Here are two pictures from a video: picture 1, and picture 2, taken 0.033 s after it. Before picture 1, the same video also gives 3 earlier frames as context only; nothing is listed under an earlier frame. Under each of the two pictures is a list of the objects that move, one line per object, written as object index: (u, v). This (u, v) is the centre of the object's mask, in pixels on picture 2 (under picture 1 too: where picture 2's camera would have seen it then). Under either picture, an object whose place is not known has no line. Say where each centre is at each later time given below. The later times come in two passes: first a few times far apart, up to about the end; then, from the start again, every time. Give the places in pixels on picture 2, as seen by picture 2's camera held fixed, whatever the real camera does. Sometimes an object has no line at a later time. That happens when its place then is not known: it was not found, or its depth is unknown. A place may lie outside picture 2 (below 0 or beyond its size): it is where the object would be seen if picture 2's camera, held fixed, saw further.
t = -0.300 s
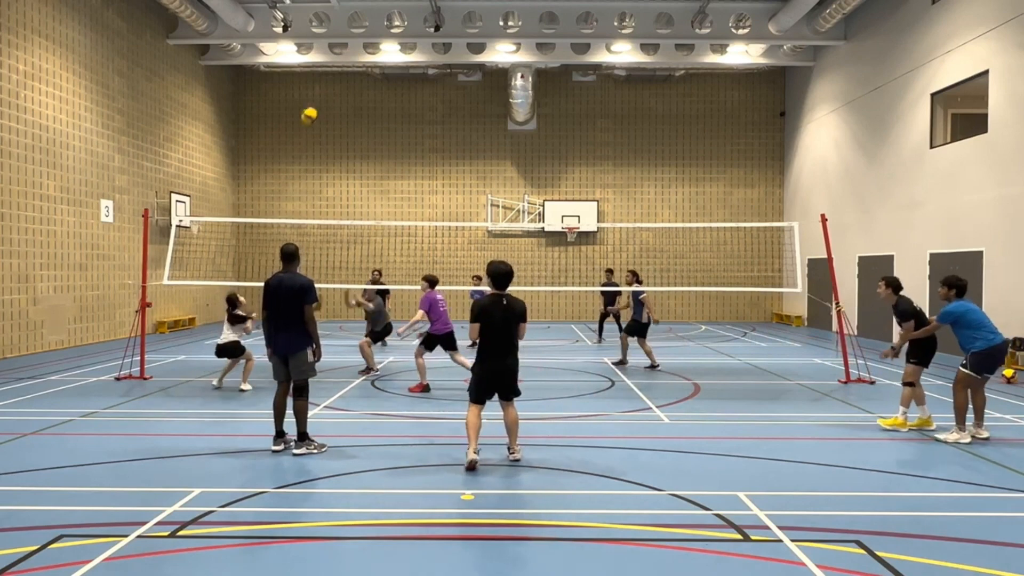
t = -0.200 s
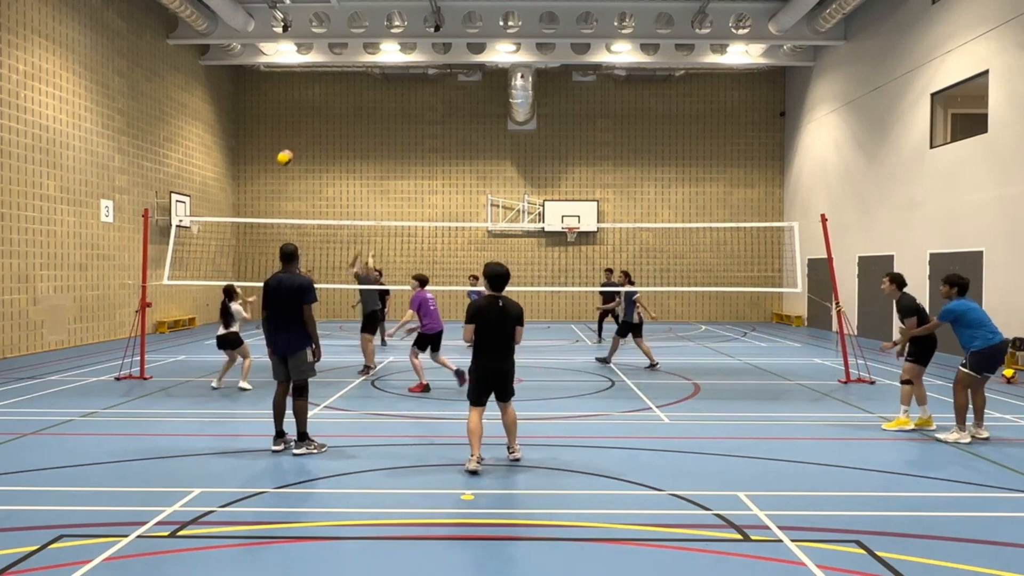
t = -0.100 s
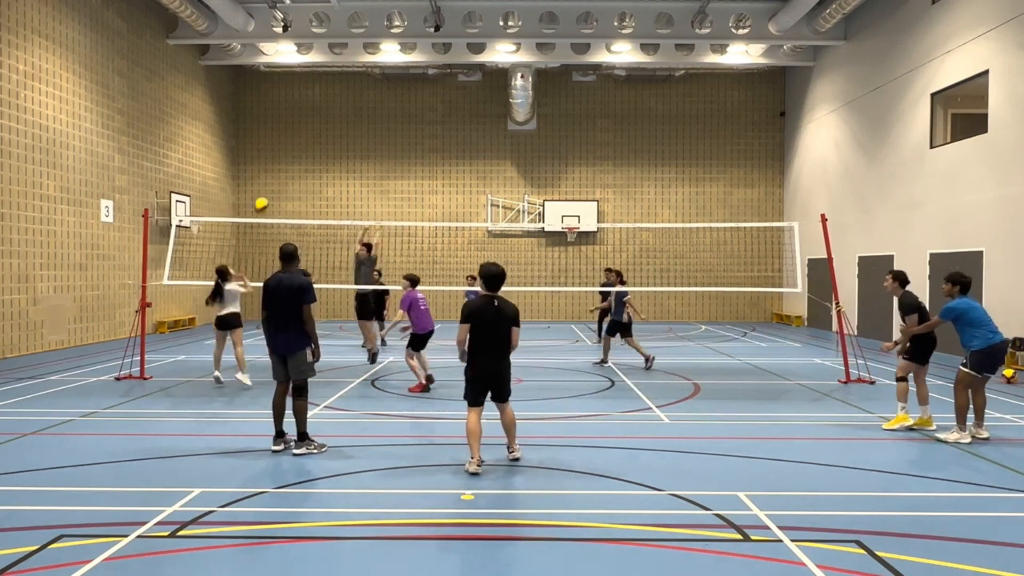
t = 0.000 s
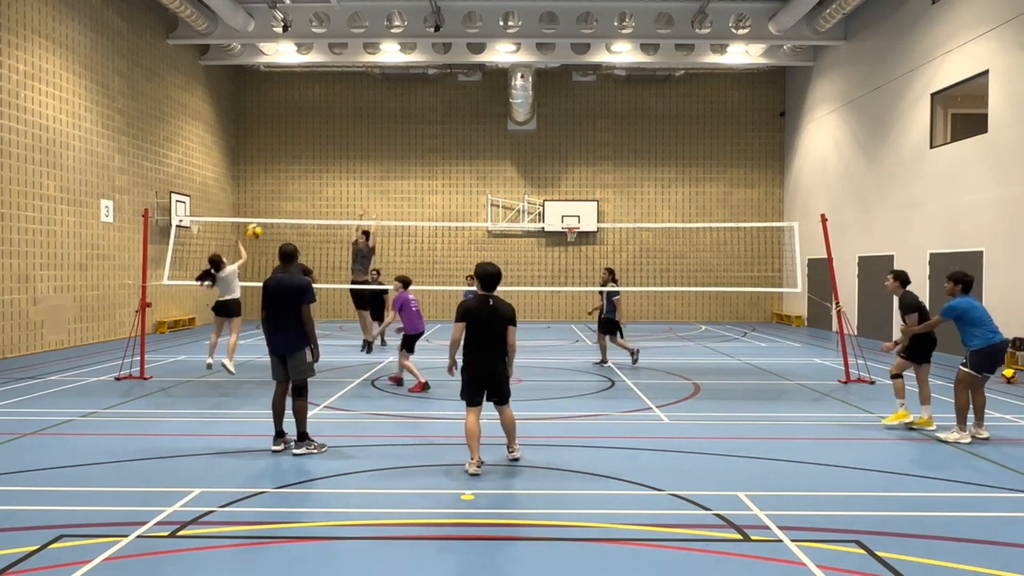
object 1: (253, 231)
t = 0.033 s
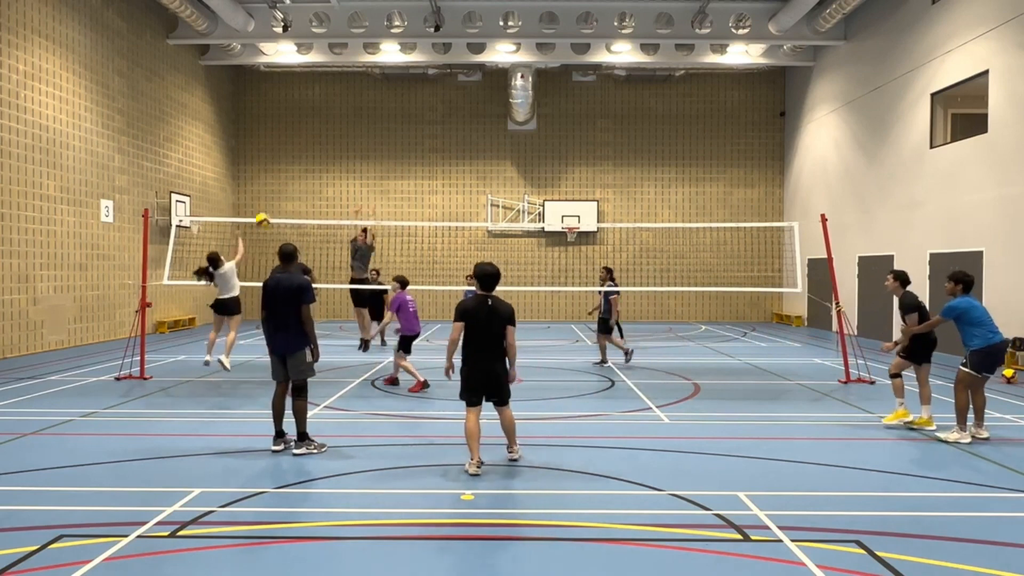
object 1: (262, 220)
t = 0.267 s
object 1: (320, 170)
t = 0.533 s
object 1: (378, 161)
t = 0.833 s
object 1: (434, 206)
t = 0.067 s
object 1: (271, 210)
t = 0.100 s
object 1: (280, 201)
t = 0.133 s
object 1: (288, 193)
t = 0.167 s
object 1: (297, 186)
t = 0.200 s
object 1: (305, 180)
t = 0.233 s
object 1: (313, 174)
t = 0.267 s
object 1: (320, 170)
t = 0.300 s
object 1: (328, 166)
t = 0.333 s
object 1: (335, 163)
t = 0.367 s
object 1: (343, 161)
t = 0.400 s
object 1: (350, 160)
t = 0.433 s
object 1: (357, 160)
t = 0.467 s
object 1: (364, 160)
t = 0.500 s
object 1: (372, 160)
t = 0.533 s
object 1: (378, 161)
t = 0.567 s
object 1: (385, 164)
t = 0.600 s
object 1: (391, 167)
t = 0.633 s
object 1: (398, 171)
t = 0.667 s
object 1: (404, 175)
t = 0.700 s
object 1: (410, 180)
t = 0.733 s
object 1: (416, 185)
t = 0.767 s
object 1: (422, 191)
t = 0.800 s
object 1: (427, 198)
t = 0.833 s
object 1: (434, 206)
